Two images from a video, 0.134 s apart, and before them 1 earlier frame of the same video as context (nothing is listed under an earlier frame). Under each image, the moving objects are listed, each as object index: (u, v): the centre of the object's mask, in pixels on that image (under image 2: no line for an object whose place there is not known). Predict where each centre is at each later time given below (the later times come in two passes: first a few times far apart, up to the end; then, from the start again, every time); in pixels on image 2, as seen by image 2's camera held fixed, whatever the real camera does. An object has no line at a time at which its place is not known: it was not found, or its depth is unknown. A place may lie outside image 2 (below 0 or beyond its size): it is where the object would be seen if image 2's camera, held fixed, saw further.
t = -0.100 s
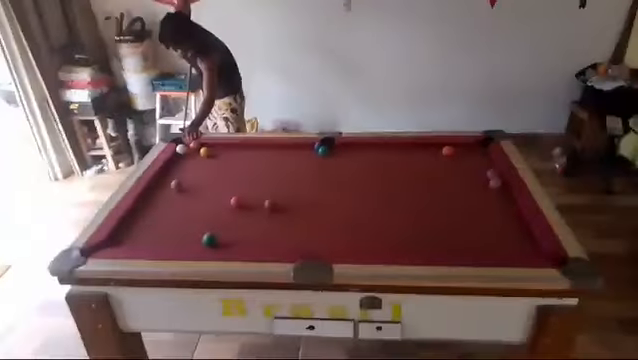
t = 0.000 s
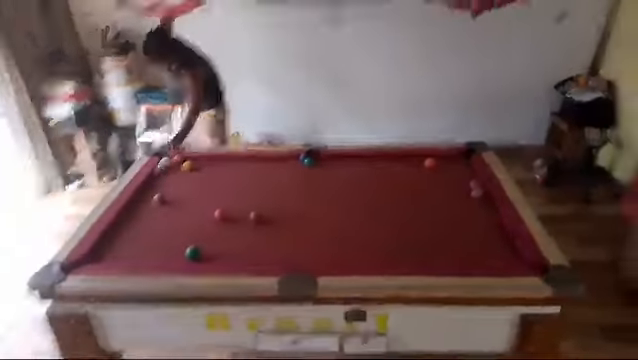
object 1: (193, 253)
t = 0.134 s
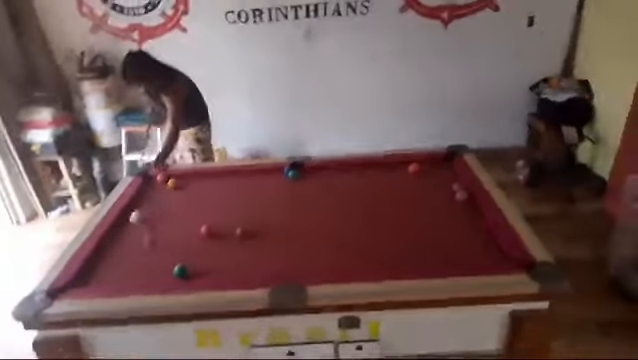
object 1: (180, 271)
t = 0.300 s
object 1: (207, 261)
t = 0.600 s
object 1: (300, 218)
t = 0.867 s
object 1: (363, 195)
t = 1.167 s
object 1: (425, 171)
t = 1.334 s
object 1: (443, 167)
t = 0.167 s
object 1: (180, 271)
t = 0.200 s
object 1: (180, 272)
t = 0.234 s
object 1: (180, 272)
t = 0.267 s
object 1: (195, 266)
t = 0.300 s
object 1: (207, 261)
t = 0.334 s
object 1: (224, 255)
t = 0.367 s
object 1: (237, 247)
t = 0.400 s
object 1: (242, 245)
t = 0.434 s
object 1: (254, 240)
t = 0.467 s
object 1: (262, 236)
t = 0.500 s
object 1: (273, 231)
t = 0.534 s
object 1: (281, 228)
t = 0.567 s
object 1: (291, 224)
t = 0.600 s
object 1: (300, 218)
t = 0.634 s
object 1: (308, 217)
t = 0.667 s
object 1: (320, 213)
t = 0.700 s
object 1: (325, 209)
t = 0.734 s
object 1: (334, 206)
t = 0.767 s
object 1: (341, 203)
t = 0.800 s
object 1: (349, 200)
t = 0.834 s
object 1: (356, 197)
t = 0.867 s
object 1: (363, 195)
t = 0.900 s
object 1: (372, 191)
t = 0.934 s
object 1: (378, 189)
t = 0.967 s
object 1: (384, 185)
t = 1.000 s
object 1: (393, 182)
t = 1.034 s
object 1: (398, 180)
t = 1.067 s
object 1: (406, 176)
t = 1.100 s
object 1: (413, 173)
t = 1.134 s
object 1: (420, 172)
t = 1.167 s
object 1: (425, 171)
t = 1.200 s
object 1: (433, 168)
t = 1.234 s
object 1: (439, 167)
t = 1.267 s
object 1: (446, 167)
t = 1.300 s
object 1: (446, 167)
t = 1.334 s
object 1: (443, 167)
